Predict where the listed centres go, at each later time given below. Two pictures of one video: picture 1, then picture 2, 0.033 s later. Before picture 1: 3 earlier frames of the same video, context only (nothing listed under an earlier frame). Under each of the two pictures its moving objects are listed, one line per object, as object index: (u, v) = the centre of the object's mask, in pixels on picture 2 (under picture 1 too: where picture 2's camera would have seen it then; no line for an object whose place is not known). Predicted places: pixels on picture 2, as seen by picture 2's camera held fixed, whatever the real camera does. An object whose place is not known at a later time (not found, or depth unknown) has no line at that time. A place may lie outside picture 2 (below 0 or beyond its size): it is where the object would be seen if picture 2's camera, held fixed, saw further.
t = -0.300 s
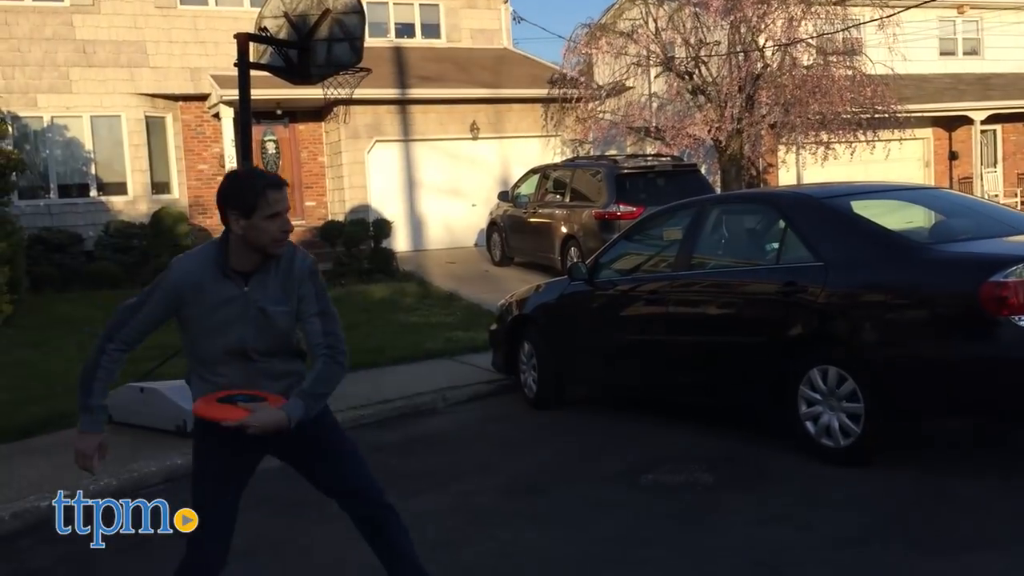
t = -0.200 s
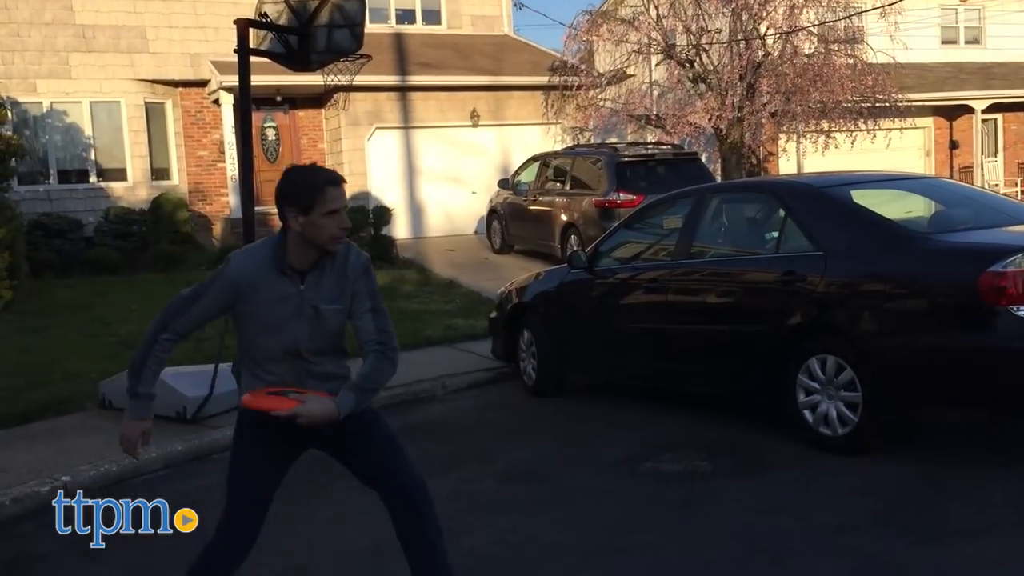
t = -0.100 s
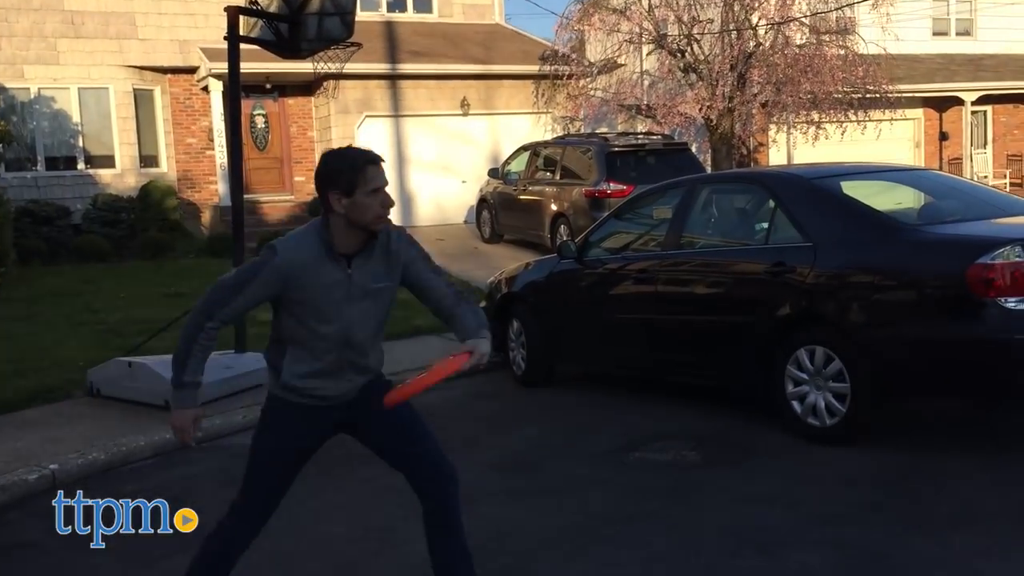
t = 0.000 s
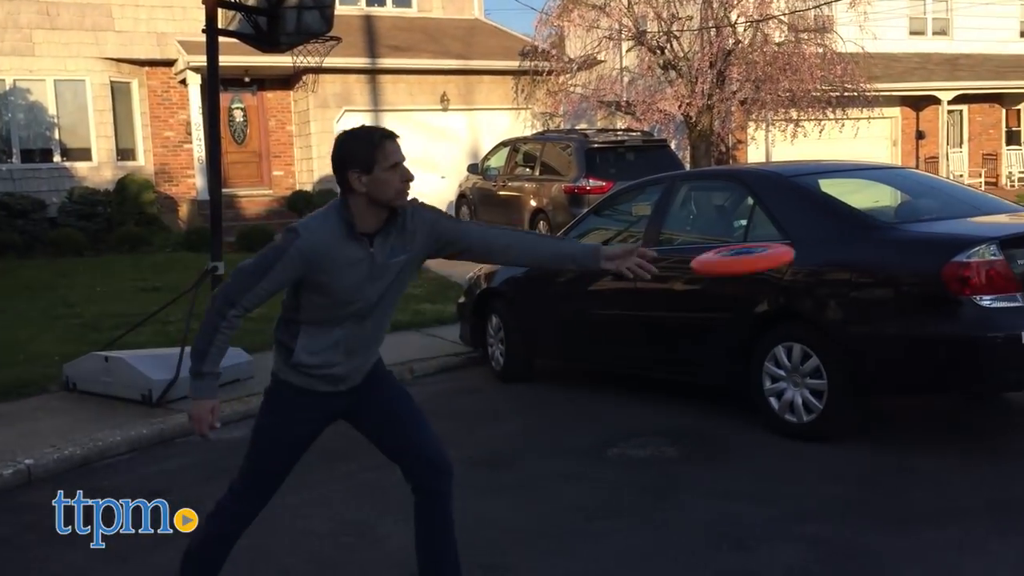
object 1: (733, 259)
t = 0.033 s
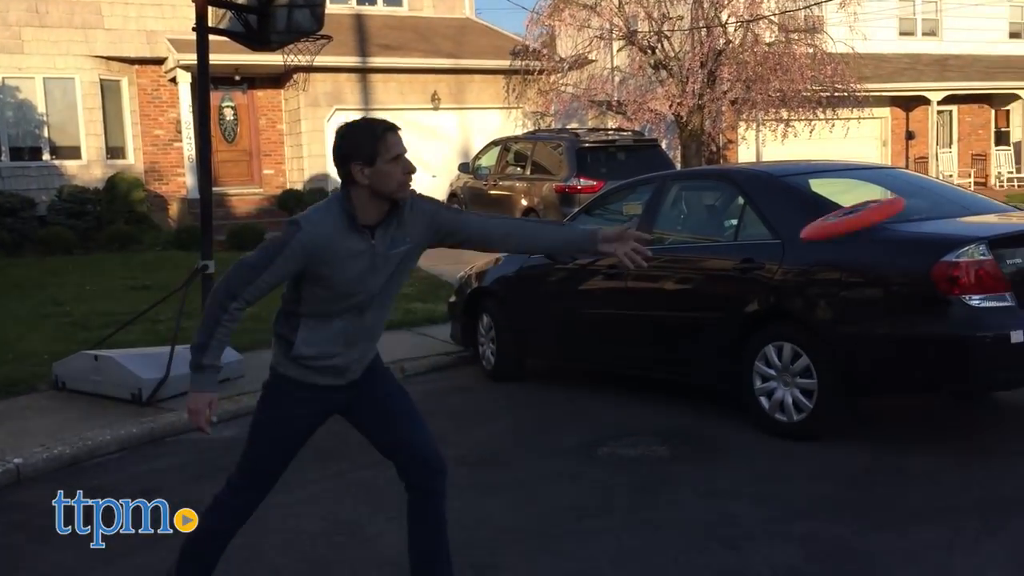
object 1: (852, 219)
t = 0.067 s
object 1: (969, 183)
